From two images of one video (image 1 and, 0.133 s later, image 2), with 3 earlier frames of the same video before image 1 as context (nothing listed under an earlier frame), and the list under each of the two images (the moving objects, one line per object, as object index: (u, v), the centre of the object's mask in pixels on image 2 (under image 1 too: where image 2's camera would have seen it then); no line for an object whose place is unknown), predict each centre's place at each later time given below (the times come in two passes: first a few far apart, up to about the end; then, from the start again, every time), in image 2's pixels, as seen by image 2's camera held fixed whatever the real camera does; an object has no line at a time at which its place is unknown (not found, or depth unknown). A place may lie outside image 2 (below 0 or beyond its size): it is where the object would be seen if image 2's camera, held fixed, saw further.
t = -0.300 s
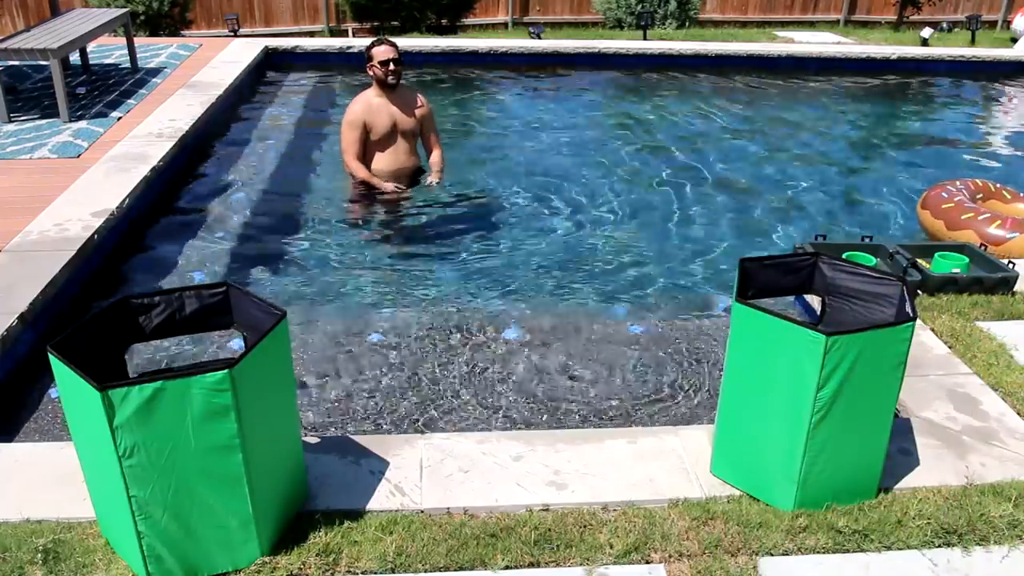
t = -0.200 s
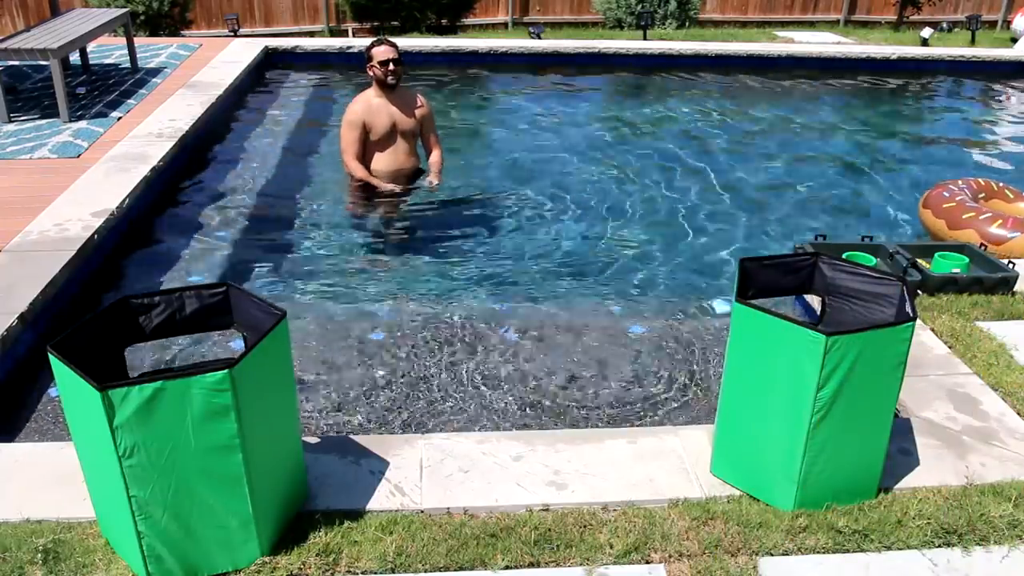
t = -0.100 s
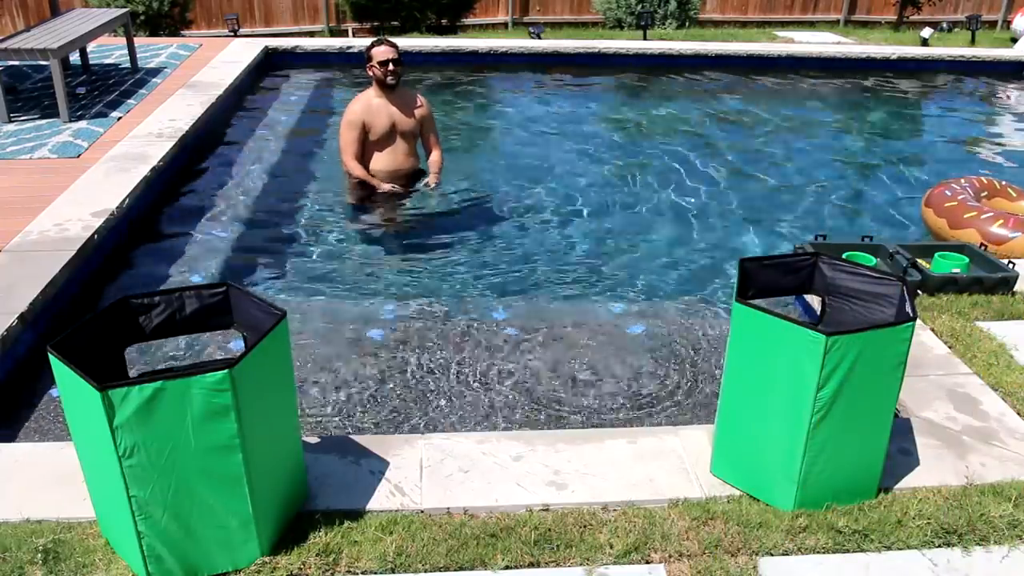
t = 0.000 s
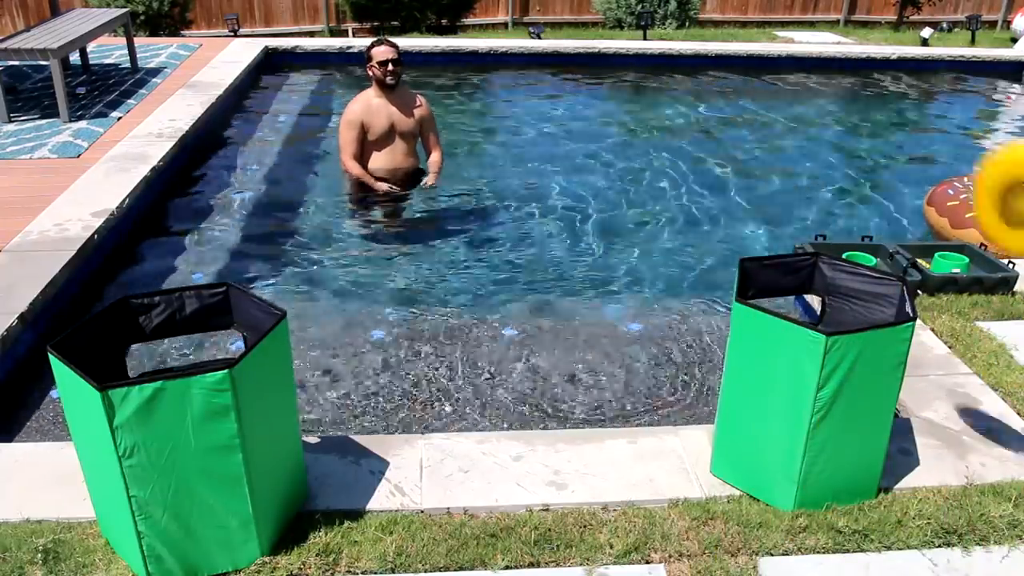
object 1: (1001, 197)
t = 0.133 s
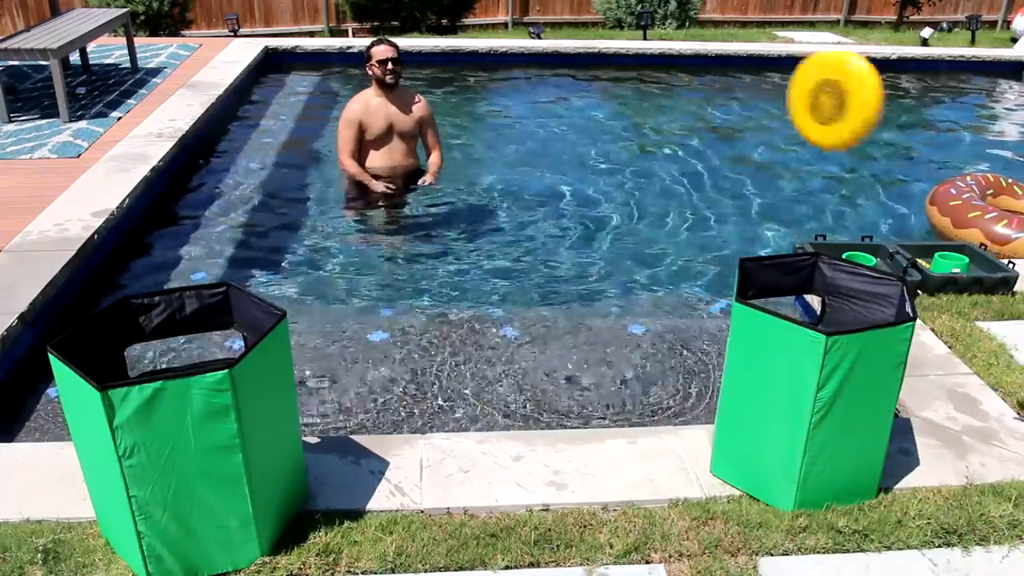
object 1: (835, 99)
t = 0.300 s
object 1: (674, 87)
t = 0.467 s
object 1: (572, 142)
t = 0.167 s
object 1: (796, 89)
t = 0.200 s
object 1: (761, 84)
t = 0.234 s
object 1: (729, 82)
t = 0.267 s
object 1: (700, 84)
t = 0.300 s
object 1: (674, 87)
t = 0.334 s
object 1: (650, 94)
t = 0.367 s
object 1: (627, 104)
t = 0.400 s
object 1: (607, 116)
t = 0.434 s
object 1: (589, 128)
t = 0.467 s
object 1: (572, 142)
